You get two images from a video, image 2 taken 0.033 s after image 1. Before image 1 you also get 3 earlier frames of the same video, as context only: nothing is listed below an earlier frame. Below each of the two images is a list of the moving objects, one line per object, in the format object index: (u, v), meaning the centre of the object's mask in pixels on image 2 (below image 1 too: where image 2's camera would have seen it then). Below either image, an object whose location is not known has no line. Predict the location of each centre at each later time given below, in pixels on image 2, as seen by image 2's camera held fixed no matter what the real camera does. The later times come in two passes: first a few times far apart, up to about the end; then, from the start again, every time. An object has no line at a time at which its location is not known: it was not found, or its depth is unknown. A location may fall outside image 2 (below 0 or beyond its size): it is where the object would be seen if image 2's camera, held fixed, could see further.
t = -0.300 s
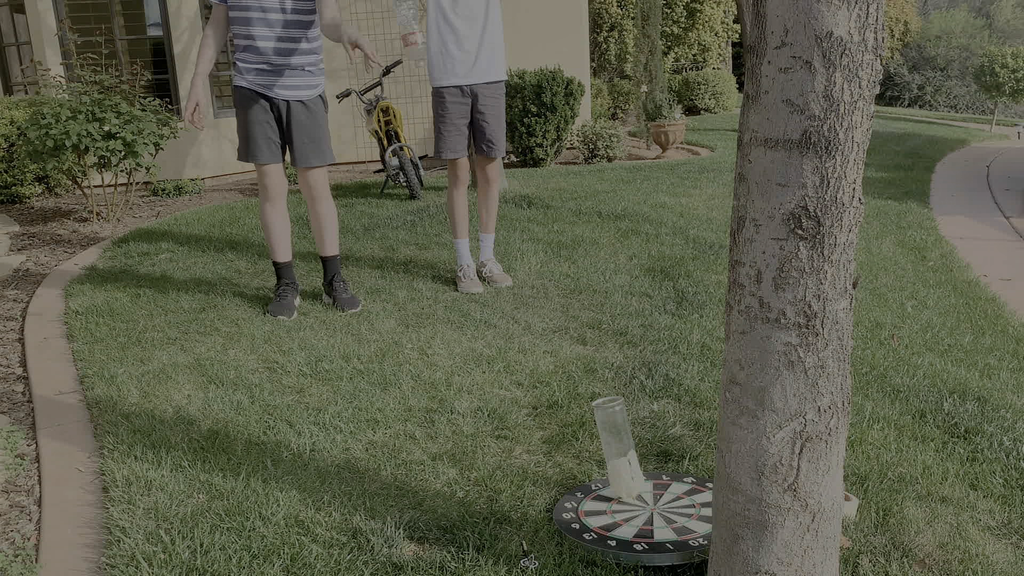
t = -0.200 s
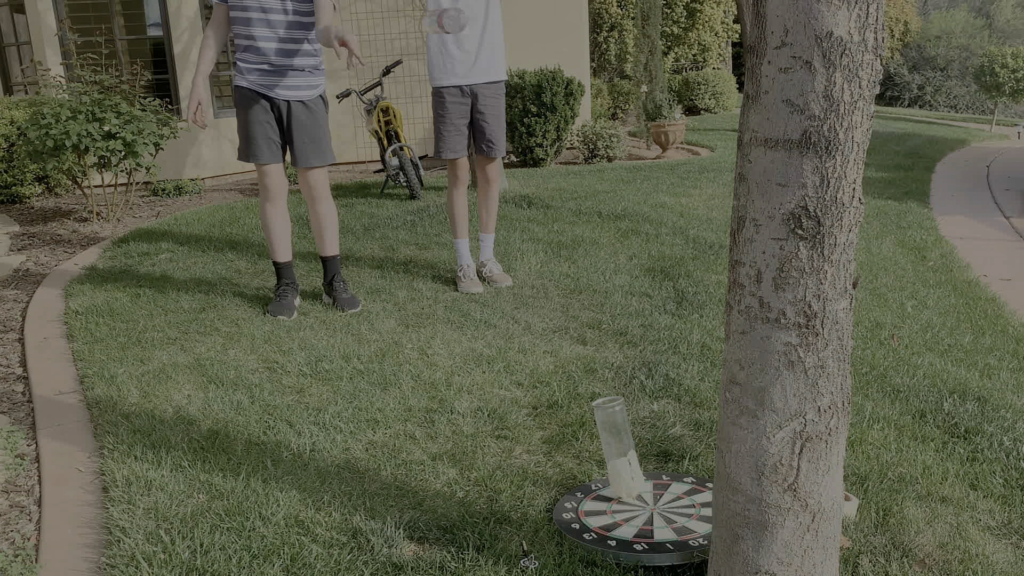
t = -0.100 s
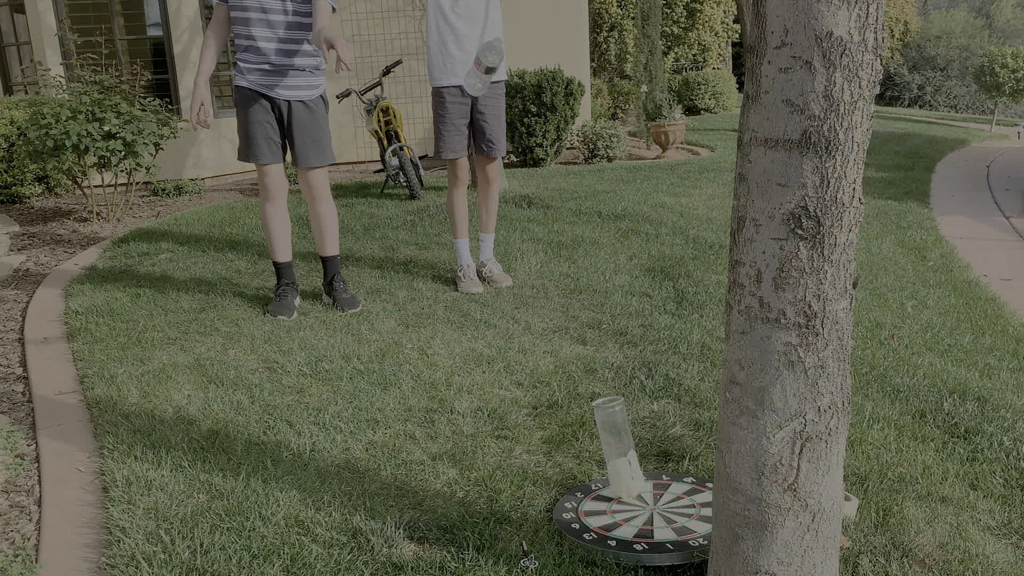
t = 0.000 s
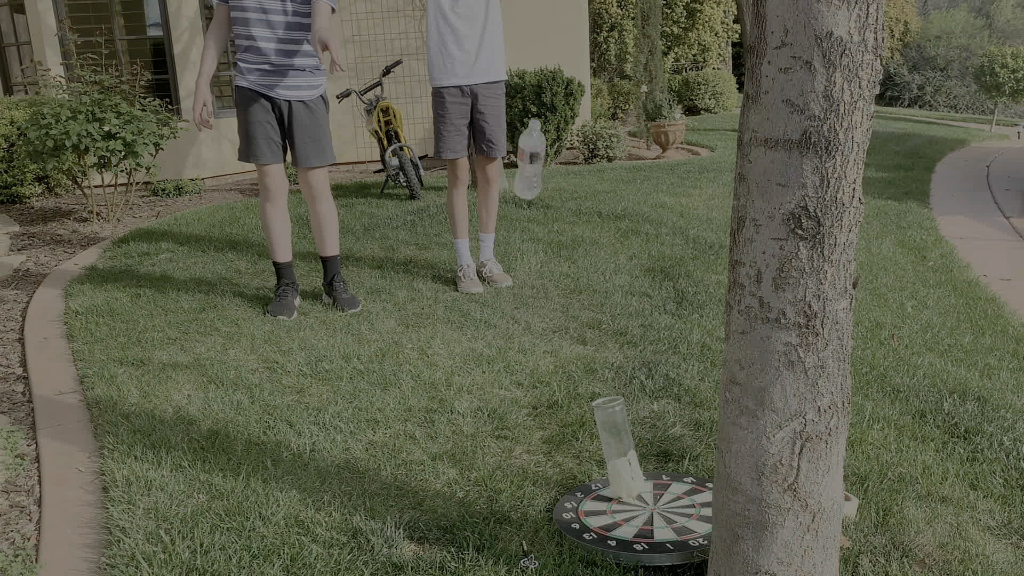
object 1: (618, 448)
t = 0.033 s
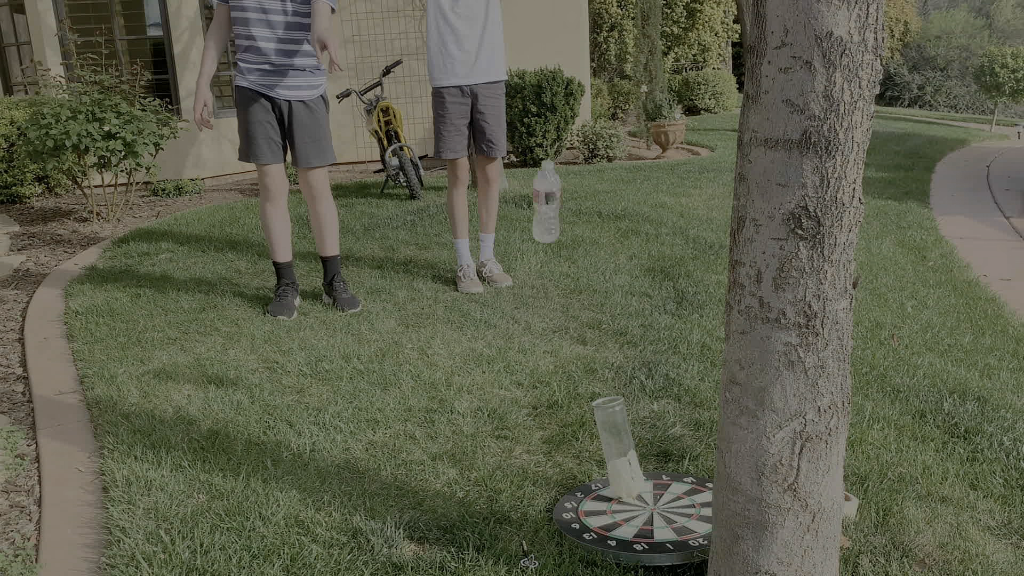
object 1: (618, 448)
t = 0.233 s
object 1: (610, 451)
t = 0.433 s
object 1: (607, 453)
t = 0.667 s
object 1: (608, 453)
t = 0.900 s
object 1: (608, 453)
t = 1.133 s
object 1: (608, 453)
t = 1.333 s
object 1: (608, 453)
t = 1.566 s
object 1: (608, 453)
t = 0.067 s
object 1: (618, 448)
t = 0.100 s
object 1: (618, 448)
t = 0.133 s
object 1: (619, 450)
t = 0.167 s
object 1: (621, 452)
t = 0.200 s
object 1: (618, 455)
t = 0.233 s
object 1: (610, 451)
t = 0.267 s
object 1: (605, 454)
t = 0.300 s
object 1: (608, 452)
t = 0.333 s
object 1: (609, 453)
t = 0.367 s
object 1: (607, 453)
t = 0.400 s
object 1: (608, 453)
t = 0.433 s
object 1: (607, 453)
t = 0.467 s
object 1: (607, 453)
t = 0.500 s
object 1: (608, 453)
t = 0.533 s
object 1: (608, 453)
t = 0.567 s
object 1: (608, 453)
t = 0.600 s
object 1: (608, 453)
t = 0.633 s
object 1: (608, 453)
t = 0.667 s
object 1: (608, 453)
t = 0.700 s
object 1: (608, 453)
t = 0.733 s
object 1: (608, 453)
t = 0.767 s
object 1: (608, 453)
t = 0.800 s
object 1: (608, 453)
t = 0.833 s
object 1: (608, 453)
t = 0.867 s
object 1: (608, 453)
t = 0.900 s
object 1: (608, 453)
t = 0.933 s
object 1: (608, 453)
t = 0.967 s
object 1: (608, 453)
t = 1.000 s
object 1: (608, 453)
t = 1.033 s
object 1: (608, 453)
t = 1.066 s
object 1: (608, 453)
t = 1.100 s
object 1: (608, 453)
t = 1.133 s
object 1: (608, 453)
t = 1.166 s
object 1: (608, 453)
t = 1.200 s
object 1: (608, 453)
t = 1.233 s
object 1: (608, 453)
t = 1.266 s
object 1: (608, 453)
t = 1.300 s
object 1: (608, 453)
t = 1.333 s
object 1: (608, 453)
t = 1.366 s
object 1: (608, 453)
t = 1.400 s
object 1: (608, 453)
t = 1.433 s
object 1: (608, 453)
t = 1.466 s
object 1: (608, 453)
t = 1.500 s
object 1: (608, 453)
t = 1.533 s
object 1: (608, 453)
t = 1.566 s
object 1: (608, 453)
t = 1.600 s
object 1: (608, 453)
